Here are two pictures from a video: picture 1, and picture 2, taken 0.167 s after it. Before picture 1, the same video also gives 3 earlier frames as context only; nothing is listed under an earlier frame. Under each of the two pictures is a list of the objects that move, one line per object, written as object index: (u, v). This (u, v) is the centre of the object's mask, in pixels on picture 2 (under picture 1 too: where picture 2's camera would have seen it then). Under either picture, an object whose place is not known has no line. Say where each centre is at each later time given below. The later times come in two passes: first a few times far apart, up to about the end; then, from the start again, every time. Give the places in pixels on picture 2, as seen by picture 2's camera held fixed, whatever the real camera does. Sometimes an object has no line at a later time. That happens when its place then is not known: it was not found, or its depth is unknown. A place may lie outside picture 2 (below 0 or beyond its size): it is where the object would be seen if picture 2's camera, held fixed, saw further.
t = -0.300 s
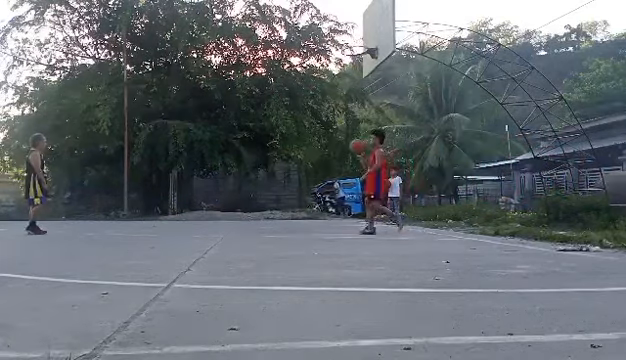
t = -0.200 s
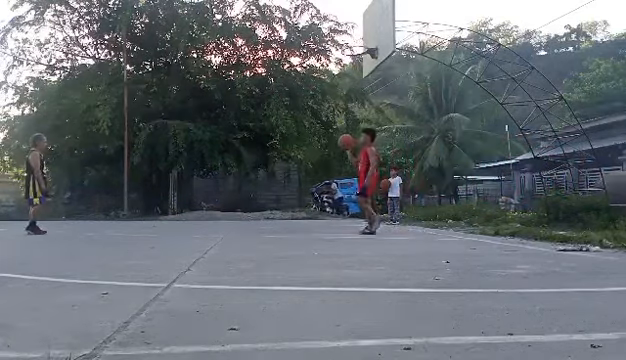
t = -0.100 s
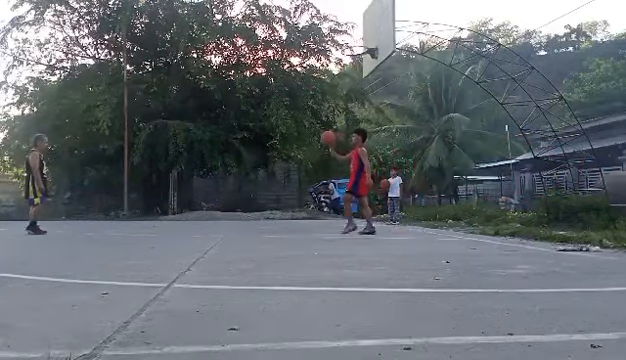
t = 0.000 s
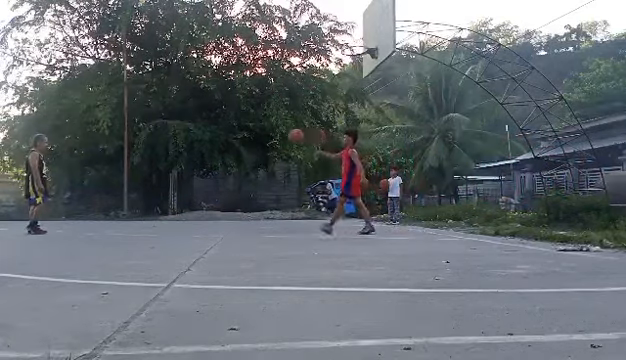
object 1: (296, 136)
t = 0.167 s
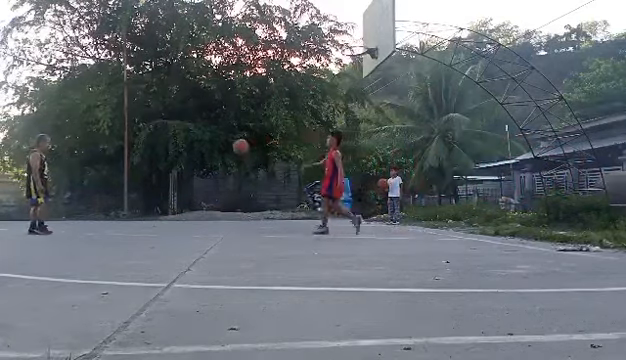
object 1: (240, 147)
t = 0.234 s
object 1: (218, 155)
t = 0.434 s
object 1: (151, 201)
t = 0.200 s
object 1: (230, 150)
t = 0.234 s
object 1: (218, 155)
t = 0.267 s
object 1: (207, 162)
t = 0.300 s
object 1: (196, 168)
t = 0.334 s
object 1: (185, 175)
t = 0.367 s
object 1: (174, 183)
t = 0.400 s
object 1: (162, 192)
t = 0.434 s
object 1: (151, 201)
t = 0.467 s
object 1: (140, 211)
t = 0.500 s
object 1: (129, 223)
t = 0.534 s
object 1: (122, 222)
